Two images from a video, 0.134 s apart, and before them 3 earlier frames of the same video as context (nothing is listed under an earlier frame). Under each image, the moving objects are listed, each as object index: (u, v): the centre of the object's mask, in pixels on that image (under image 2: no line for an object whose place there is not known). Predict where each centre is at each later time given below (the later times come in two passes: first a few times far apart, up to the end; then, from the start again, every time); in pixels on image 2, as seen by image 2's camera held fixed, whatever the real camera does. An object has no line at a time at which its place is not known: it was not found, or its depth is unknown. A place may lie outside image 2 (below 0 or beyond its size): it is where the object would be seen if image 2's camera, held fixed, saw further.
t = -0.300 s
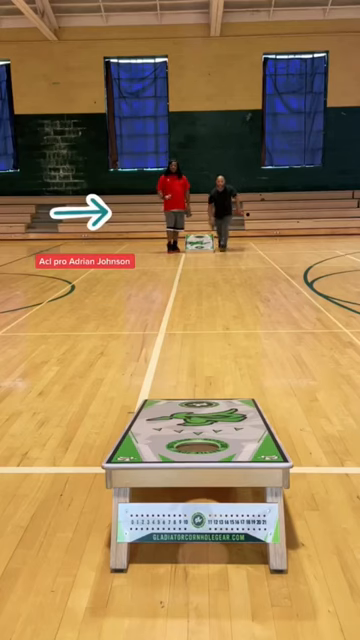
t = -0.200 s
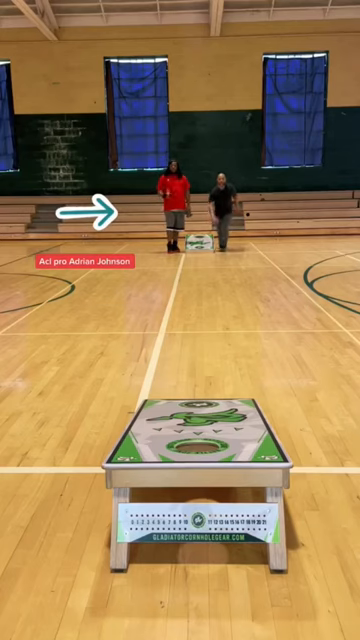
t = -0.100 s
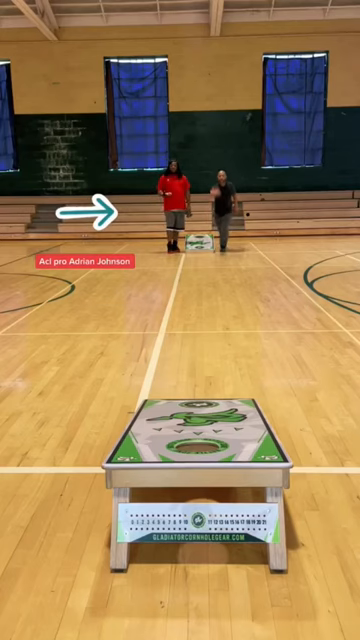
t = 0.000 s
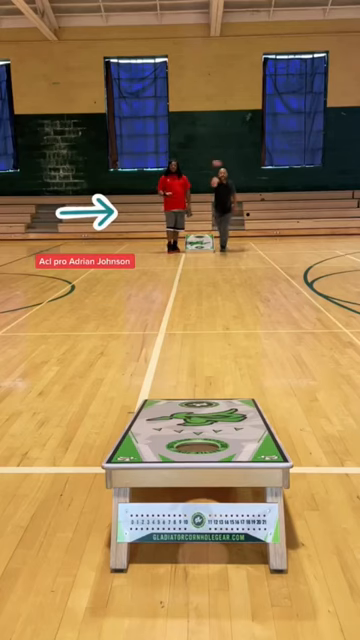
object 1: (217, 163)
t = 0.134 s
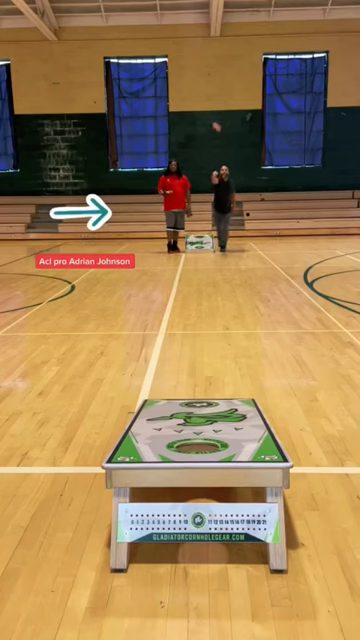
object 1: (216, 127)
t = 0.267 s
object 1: (216, 95)
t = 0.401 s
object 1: (213, 74)
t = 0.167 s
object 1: (216, 119)
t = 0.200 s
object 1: (216, 112)
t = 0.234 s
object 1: (215, 103)
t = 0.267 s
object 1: (216, 95)
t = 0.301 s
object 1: (215, 89)
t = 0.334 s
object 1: (215, 83)
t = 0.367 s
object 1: (214, 77)
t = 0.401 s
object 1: (213, 74)
